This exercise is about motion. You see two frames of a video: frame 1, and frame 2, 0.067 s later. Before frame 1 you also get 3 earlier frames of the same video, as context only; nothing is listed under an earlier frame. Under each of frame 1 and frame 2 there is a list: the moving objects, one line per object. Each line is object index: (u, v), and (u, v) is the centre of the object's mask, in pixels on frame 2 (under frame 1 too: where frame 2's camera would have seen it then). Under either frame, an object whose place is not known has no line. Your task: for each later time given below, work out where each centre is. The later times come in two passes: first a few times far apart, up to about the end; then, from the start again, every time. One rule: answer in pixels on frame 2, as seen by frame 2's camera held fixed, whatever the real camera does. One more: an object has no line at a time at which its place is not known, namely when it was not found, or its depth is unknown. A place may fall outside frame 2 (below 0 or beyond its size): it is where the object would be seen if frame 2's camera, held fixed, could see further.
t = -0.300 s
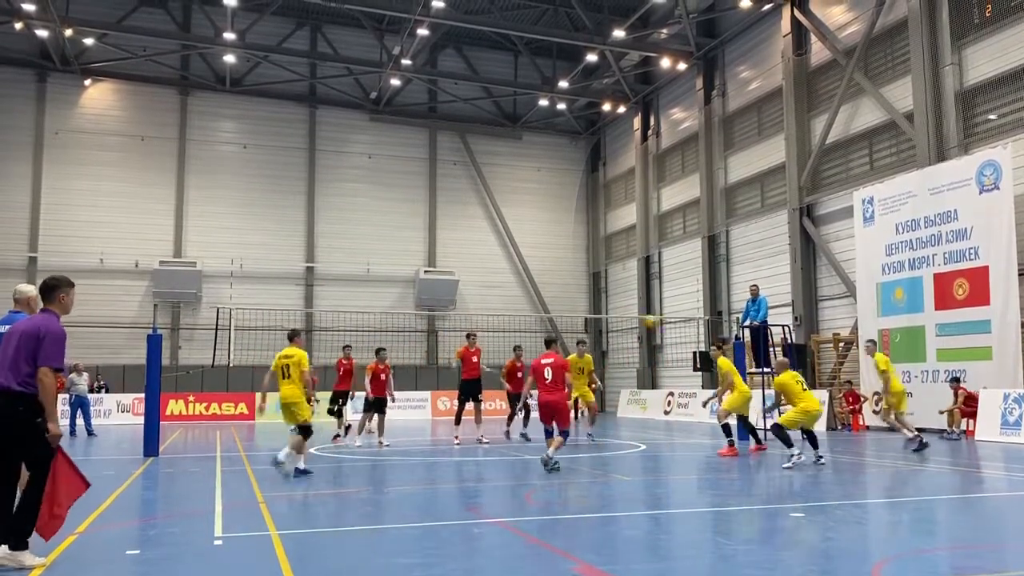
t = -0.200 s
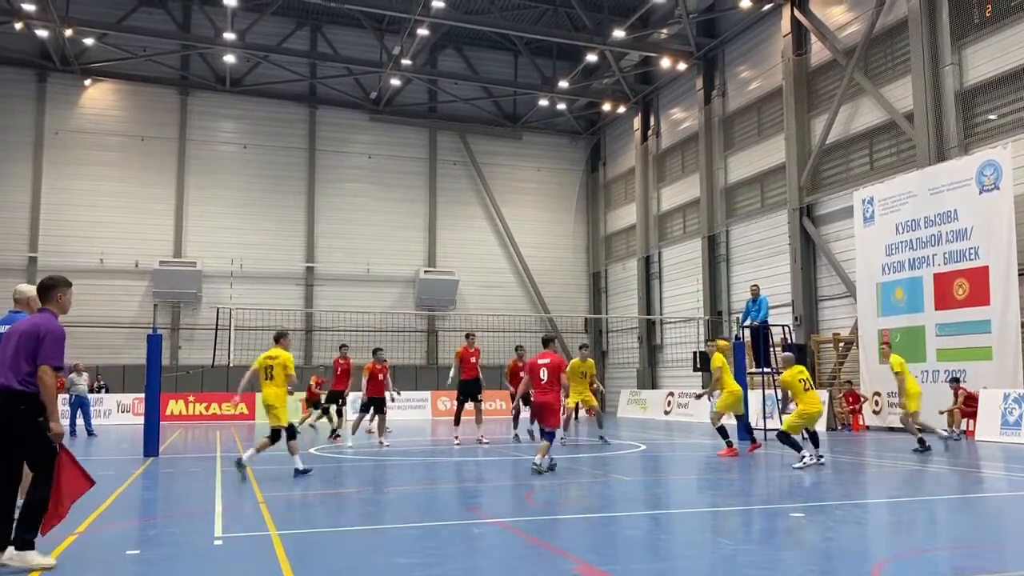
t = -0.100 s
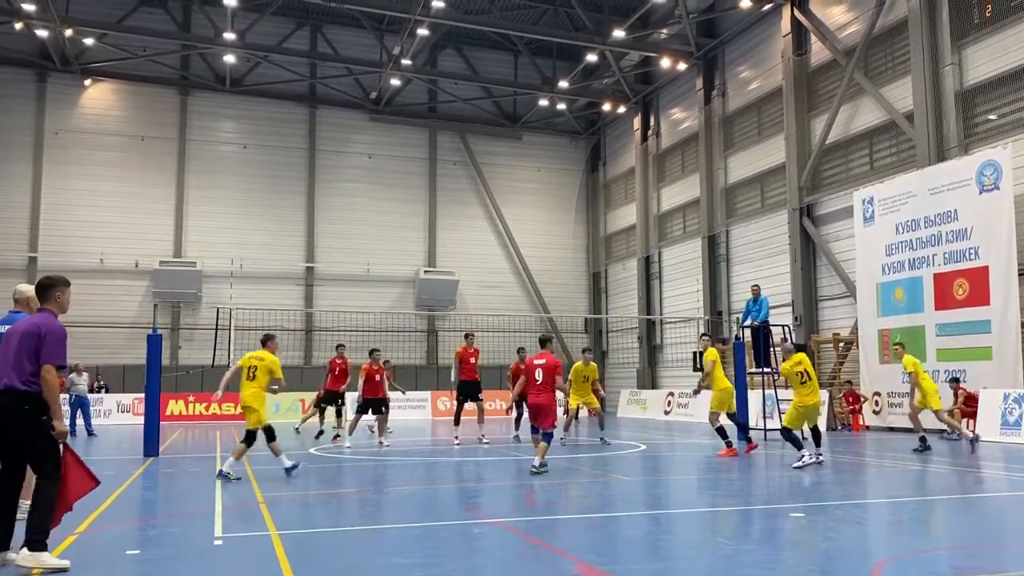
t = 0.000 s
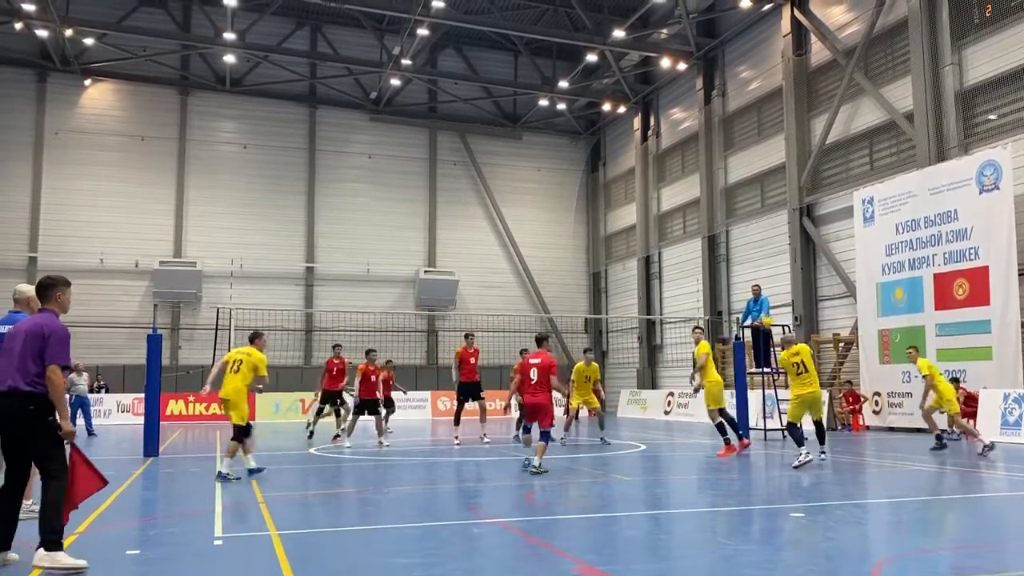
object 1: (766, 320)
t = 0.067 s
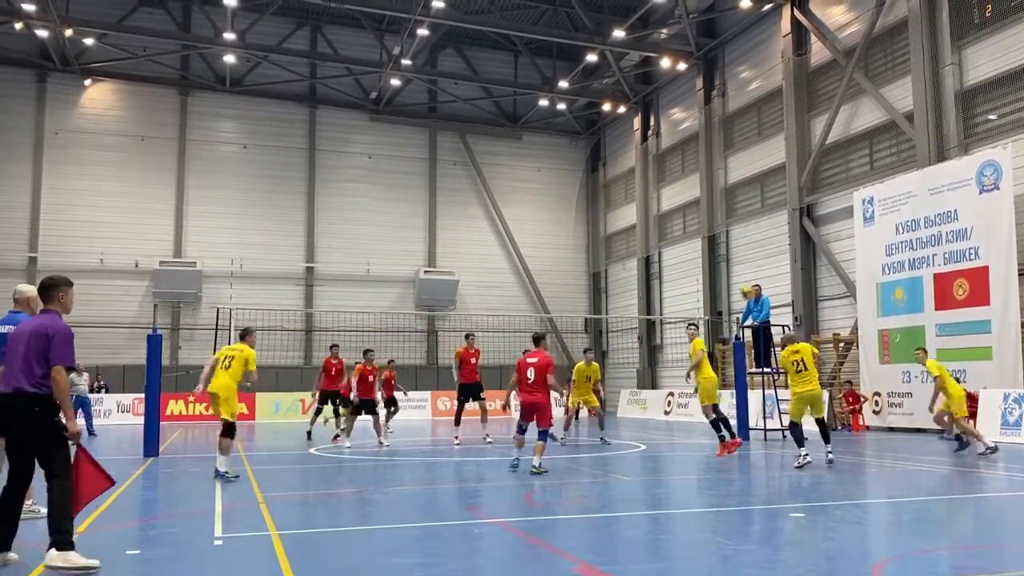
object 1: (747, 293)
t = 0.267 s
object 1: (697, 228)
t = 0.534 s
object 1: (639, 190)
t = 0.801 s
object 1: (588, 197)
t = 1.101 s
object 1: (536, 252)
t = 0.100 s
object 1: (738, 278)
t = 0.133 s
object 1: (730, 266)
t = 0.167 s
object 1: (721, 255)
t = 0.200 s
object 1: (712, 246)
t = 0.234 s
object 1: (705, 237)
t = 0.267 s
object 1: (697, 228)
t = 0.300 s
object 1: (690, 221)
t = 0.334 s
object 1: (683, 213)
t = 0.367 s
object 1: (675, 208)
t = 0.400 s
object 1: (667, 204)
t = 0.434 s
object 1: (660, 198)
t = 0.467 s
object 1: (653, 193)
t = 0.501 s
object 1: (646, 191)
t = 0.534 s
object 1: (639, 190)
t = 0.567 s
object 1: (632, 187)
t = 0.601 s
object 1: (626, 186)
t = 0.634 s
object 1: (620, 186)
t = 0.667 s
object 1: (612, 187)
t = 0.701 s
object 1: (607, 188)
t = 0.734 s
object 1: (600, 191)
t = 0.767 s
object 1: (594, 194)
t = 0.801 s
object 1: (588, 197)
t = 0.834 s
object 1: (581, 200)
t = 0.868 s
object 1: (575, 205)
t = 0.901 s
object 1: (570, 210)
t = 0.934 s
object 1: (564, 216)
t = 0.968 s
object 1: (559, 221)
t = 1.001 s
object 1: (553, 228)
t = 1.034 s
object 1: (547, 236)
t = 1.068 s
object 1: (542, 243)
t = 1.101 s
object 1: (536, 252)
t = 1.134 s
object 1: (531, 262)
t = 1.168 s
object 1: (525, 269)
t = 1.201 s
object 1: (519, 280)
